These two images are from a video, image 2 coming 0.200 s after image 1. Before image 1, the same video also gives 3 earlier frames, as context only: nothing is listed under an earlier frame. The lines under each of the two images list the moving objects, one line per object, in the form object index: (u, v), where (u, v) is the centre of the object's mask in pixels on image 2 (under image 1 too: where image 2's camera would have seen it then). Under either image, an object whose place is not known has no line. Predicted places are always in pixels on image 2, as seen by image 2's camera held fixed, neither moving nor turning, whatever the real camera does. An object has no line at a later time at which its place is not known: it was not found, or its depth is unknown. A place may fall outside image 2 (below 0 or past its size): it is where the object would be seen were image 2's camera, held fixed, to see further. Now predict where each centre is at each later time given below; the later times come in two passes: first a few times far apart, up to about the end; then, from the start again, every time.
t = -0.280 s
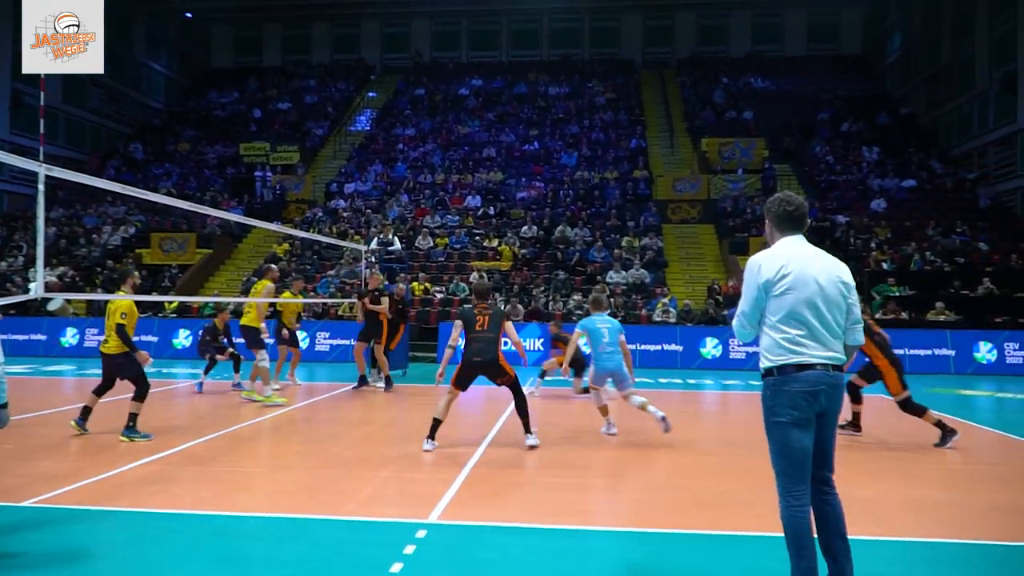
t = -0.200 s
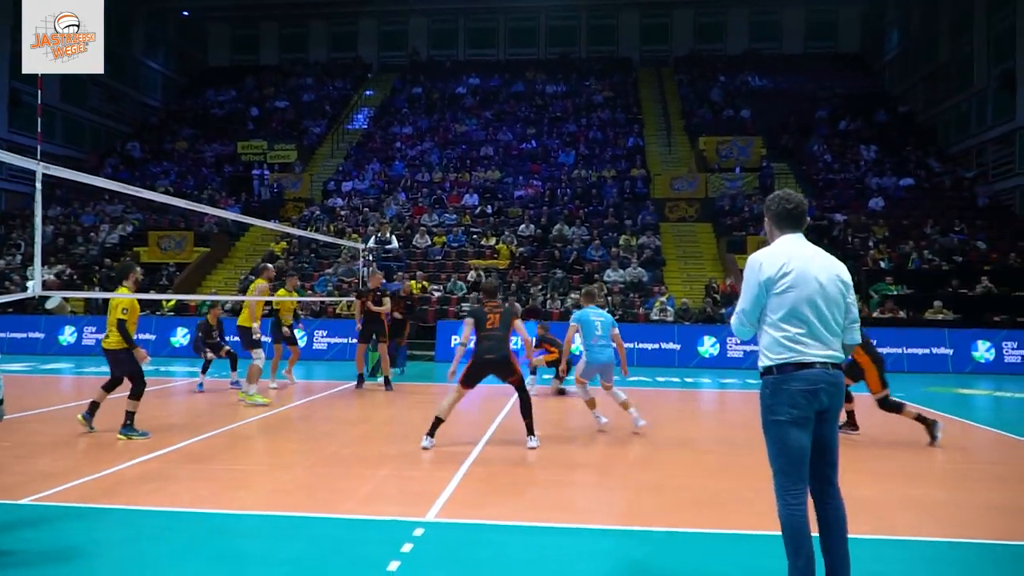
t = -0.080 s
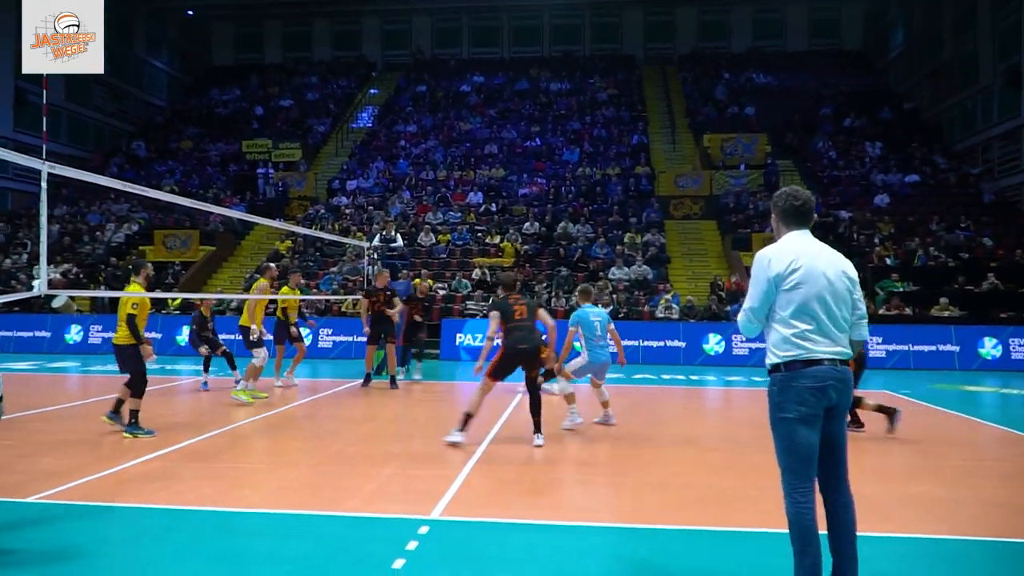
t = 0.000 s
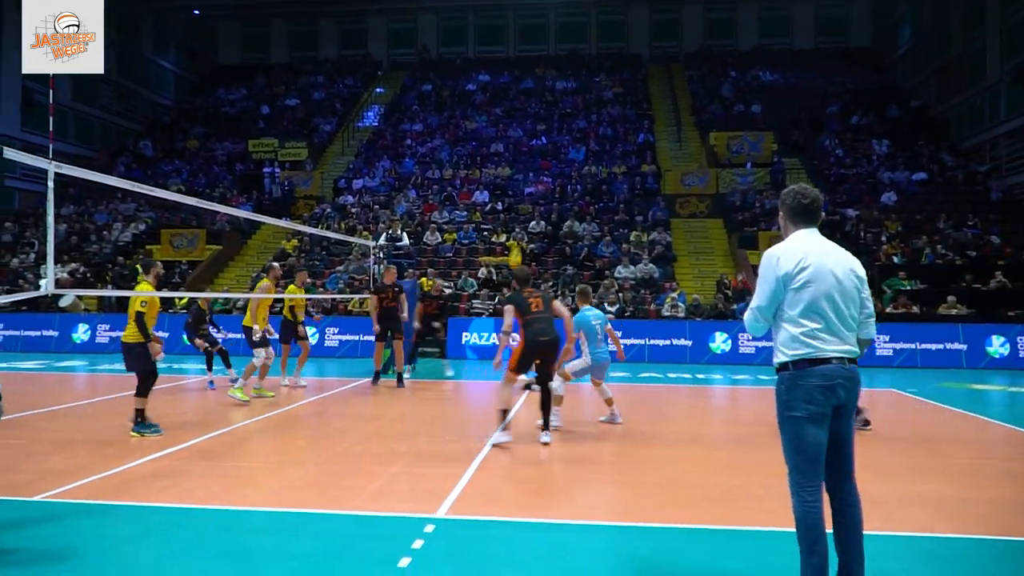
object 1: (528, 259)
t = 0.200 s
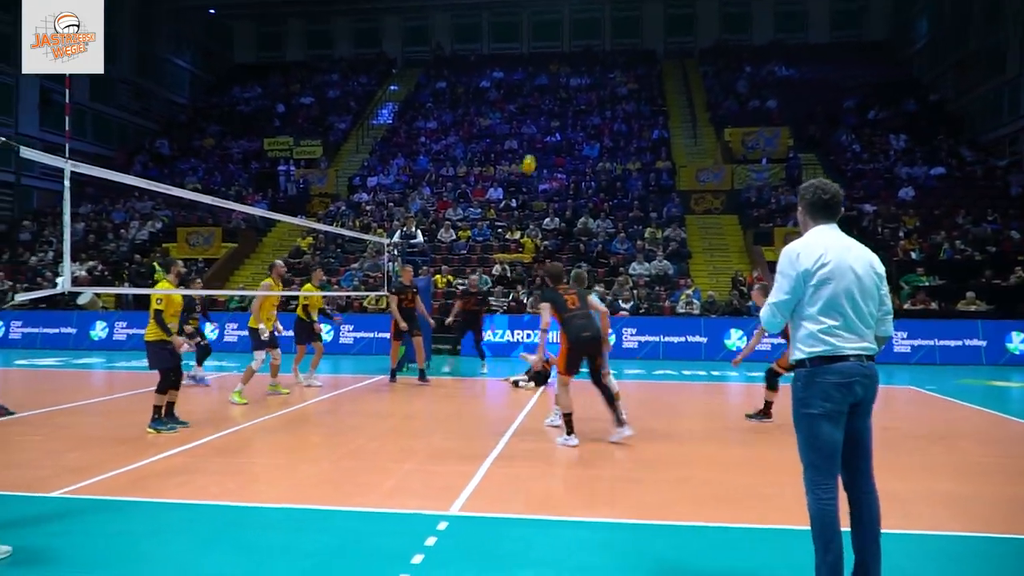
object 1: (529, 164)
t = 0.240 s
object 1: (529, 148)
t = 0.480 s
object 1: (535, 70)
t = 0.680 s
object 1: (537, 30)
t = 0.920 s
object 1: (541, 16)
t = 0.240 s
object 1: (529, 148)
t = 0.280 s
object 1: (530, 132)
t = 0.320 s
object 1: (531, 118)
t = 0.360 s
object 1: (532, 104)
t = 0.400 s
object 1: (533, 92)
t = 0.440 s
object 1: (534, 80)
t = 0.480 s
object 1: (535, 70)
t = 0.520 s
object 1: (535, 60)
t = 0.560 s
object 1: (535, 51)
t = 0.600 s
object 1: (536, 43)
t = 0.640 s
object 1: (537, 36)
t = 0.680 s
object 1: (537, 30)
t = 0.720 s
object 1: (538, 25)
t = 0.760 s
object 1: (539, 21)
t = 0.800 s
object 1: (540, 18)
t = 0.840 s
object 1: (540, 17)
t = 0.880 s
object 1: (540, 16)
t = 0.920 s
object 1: (541, 16)
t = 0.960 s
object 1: (542, 17)
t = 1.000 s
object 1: (543, 18)
